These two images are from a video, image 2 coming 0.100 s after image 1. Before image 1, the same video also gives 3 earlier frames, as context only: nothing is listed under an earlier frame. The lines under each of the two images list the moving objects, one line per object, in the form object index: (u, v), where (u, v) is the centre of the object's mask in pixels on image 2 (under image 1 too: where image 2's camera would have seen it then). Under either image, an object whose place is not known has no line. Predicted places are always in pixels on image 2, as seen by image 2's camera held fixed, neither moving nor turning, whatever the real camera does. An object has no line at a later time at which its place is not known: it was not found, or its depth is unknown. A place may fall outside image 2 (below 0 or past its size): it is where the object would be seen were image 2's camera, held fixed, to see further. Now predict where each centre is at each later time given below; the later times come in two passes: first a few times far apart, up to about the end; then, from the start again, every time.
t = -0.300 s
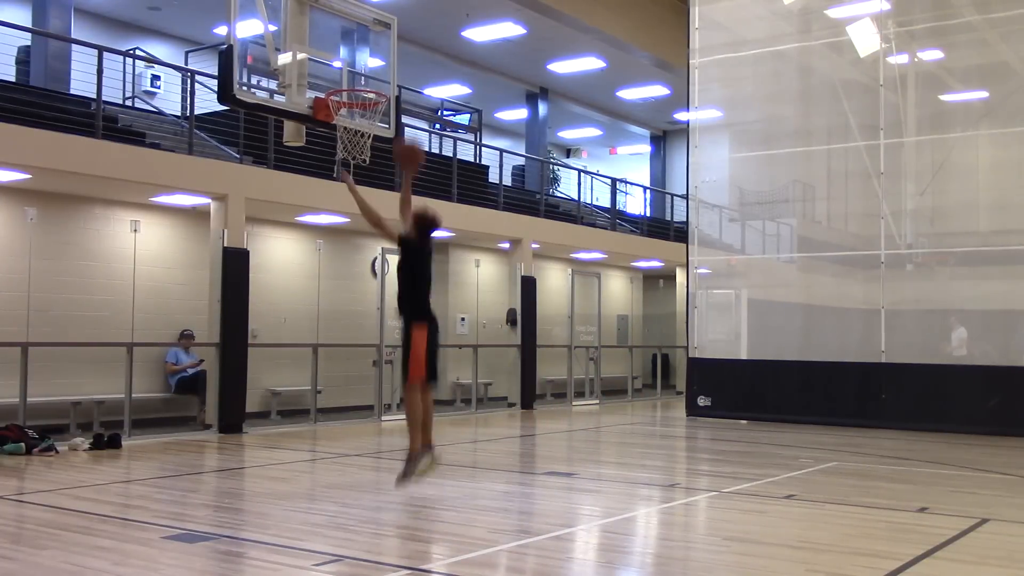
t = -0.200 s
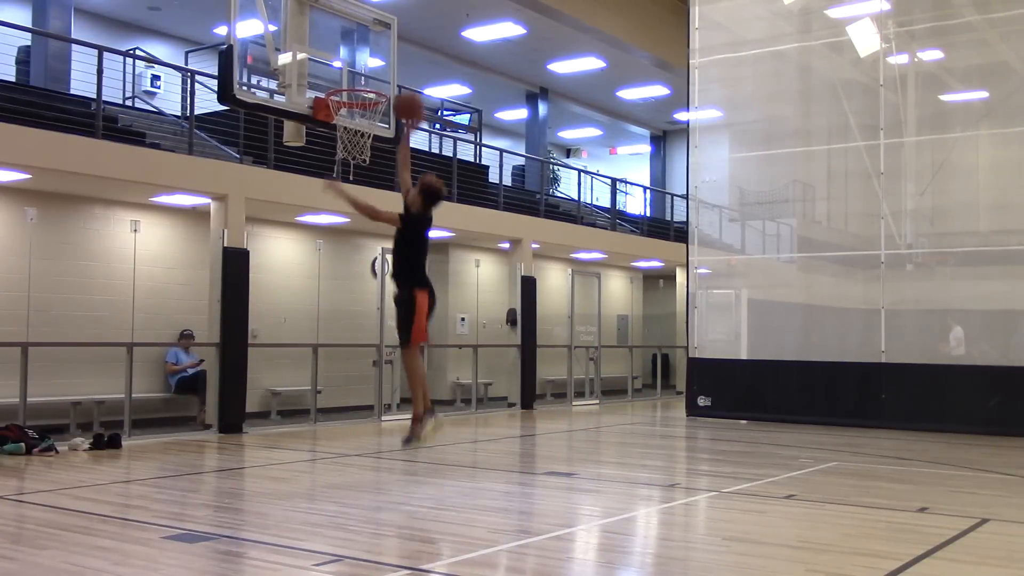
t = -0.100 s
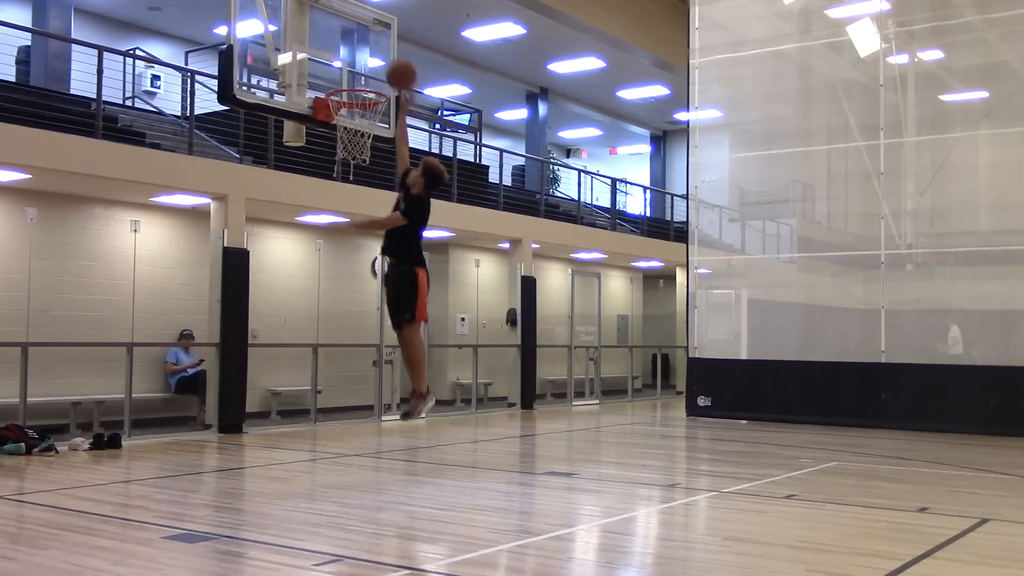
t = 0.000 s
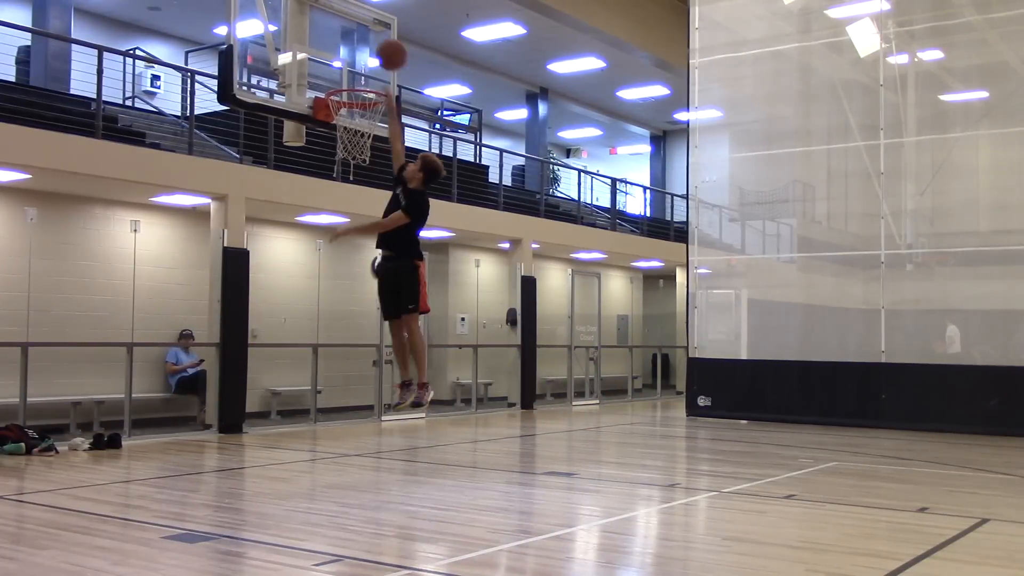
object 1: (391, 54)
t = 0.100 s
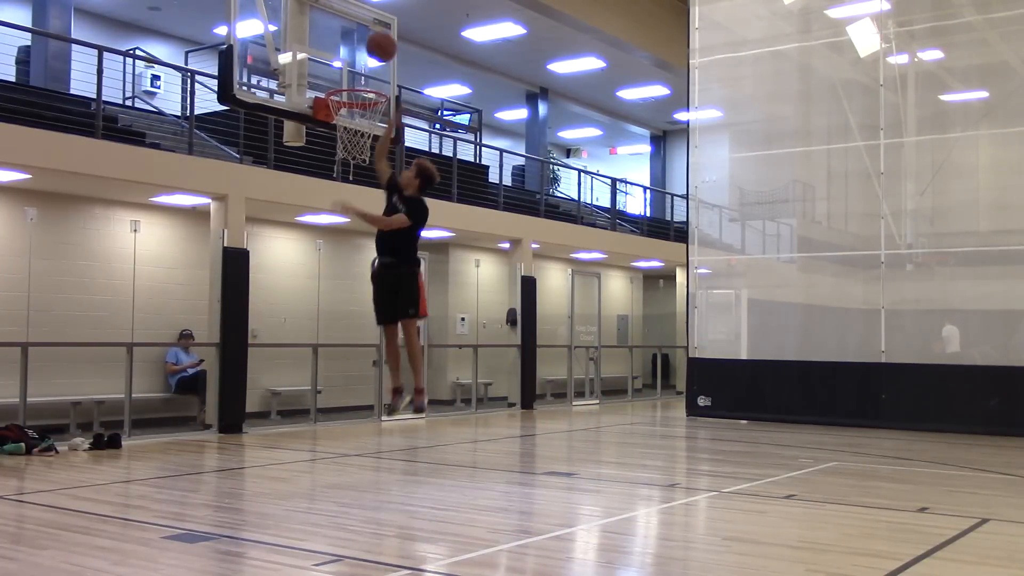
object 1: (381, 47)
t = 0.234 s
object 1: (368, 55)
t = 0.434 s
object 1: (345, 107)
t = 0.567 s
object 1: (339, 159)
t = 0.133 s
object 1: (378, 47)
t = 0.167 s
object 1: (374, 48)
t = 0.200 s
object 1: (371, 51)
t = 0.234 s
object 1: (368, 55)
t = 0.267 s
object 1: (364, 61)
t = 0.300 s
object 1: (359, 69)
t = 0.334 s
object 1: (357, 76)
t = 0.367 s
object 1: (354, 81)
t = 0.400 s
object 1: (349, 98)
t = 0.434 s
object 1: (345, 107)
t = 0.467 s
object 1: (343, 120)
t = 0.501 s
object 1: (338, 134)
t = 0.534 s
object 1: (340, 144)
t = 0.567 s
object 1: (339, 159)
